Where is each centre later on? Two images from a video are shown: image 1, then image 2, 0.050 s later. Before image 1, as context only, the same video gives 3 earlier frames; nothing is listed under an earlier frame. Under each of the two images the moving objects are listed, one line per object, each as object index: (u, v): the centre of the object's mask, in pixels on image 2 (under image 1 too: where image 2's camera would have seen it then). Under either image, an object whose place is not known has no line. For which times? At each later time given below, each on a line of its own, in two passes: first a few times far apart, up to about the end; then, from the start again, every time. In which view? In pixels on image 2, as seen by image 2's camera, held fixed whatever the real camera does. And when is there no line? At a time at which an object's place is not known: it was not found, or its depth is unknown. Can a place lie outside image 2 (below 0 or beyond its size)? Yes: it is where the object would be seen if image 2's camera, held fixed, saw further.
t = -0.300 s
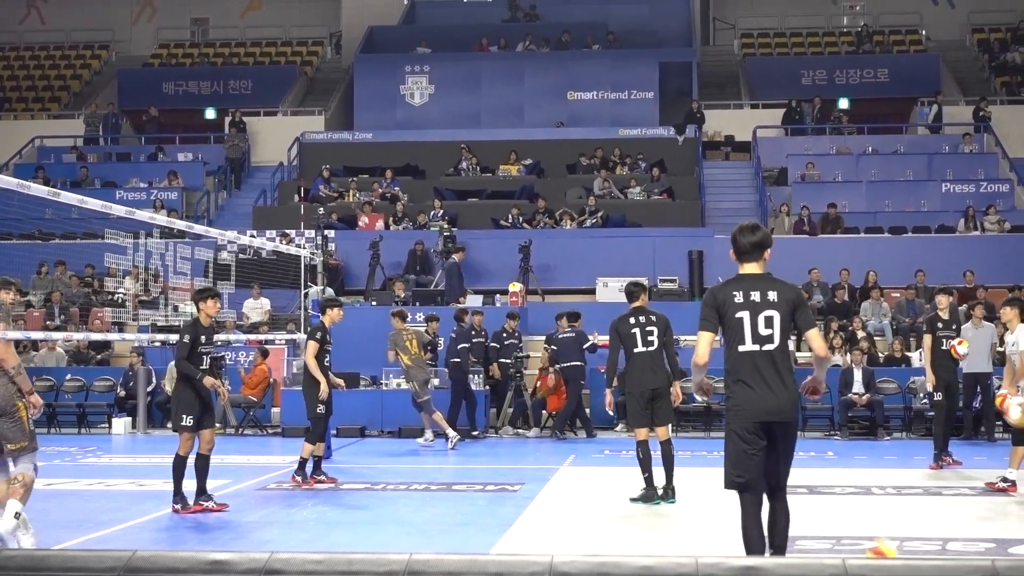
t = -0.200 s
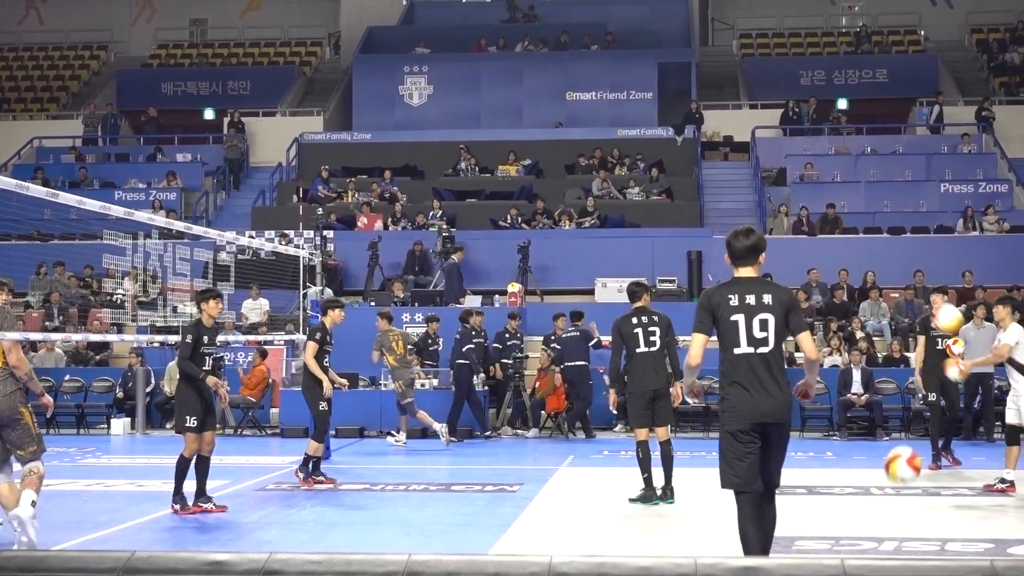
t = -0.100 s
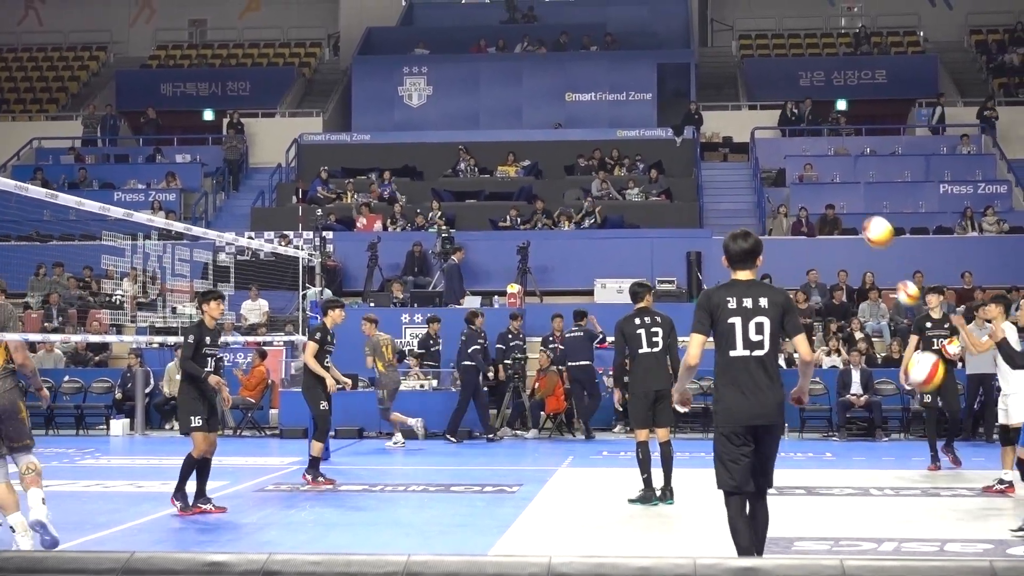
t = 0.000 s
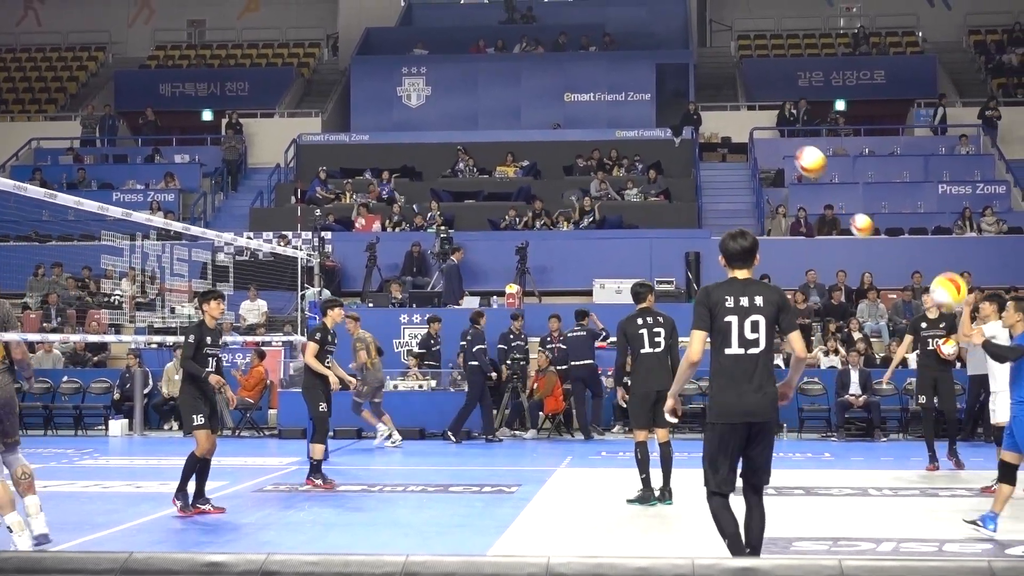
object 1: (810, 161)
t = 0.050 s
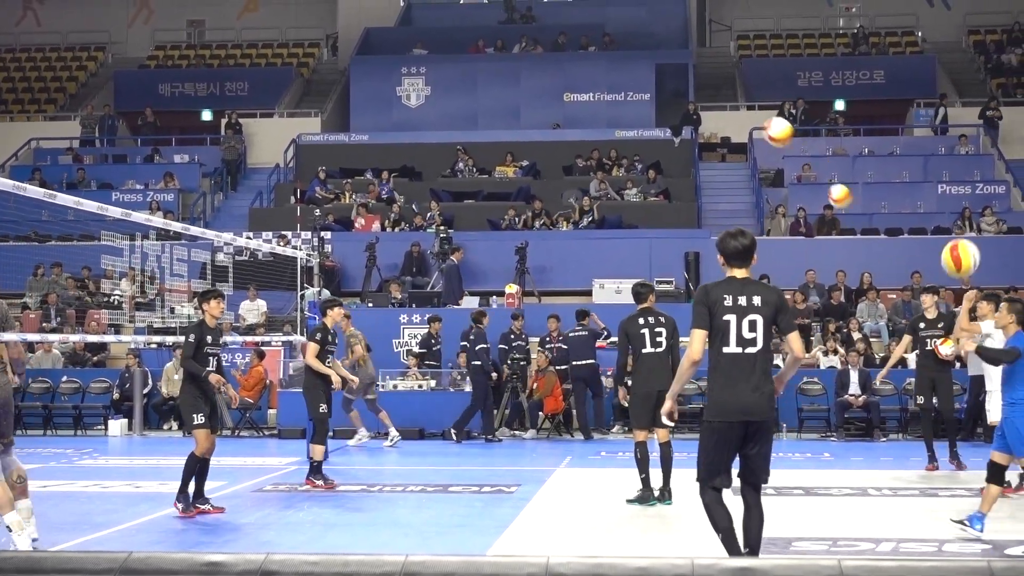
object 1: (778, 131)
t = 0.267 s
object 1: (648, 46)
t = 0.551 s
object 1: (495, 28)
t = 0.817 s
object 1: (365, 99)
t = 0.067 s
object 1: (768, 122)
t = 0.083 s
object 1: (757, 113)
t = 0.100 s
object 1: (747, 105)
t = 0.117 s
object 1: (737, 97)
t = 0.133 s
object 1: (727, 91)
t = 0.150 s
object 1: (717, 84)
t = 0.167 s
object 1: (707, 77)
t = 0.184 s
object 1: (697, 71)
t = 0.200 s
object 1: (687, 66)
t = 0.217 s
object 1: (677, 60)
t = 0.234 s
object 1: (667, 55)
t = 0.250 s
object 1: (658, 50)
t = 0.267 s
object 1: (648, 46)
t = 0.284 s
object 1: (638, 42)
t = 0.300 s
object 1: (629, 38)
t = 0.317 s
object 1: (620, 35)
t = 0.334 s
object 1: (610, 32)
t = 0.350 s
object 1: (601, 30)
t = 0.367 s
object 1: (592, 28)
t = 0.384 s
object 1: (583, 26)
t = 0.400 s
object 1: (574, 24)
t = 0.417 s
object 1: (565, 24)
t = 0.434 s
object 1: (556, 23)
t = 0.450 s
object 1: (547, 23)
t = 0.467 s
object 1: (538, 23)
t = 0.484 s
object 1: (529, 23)
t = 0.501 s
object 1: (521, 24)
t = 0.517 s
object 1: (512, 25)
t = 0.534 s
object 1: (503, 26)
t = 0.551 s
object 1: (495, 28)
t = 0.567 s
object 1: (486, 30)
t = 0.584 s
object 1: (478, 32)
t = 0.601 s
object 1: (469, 35)
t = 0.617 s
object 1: (461, 38)
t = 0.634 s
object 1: (453, 41)
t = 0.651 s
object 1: (444, 45)
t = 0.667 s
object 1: (436, 49)
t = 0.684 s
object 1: (428, 53)
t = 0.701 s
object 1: (420, 58)
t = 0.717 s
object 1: (412, 63)
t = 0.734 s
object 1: (404, 67)
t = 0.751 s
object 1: (395, 73)
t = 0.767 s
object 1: (388, 79)
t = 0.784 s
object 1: (380, 86)
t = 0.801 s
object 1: (372, 92)
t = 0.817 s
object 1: (365, 99)
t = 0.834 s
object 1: (357, 106)
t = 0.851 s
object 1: (349, 113)
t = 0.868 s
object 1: (342, 120)
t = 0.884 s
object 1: (334, 128)
